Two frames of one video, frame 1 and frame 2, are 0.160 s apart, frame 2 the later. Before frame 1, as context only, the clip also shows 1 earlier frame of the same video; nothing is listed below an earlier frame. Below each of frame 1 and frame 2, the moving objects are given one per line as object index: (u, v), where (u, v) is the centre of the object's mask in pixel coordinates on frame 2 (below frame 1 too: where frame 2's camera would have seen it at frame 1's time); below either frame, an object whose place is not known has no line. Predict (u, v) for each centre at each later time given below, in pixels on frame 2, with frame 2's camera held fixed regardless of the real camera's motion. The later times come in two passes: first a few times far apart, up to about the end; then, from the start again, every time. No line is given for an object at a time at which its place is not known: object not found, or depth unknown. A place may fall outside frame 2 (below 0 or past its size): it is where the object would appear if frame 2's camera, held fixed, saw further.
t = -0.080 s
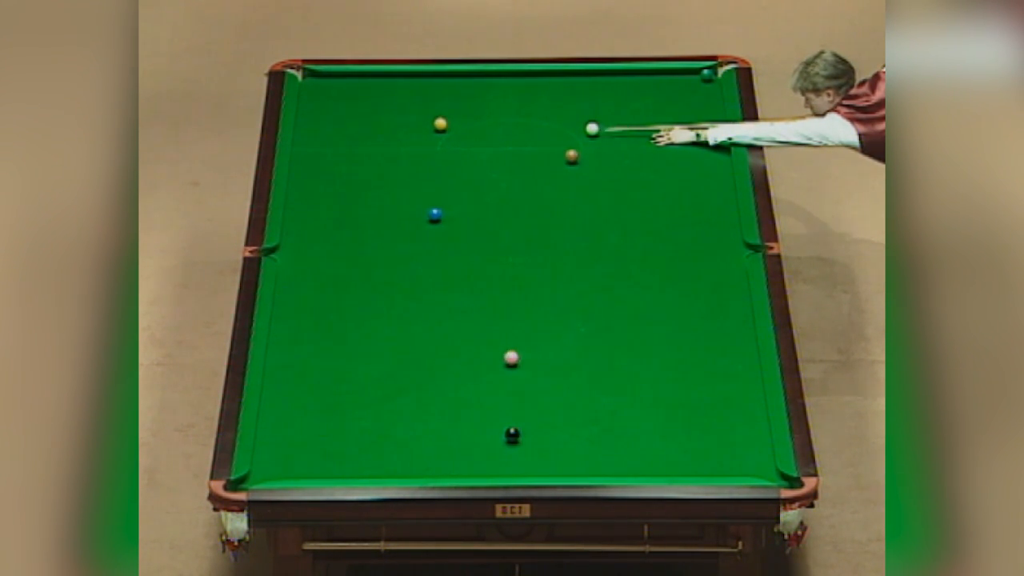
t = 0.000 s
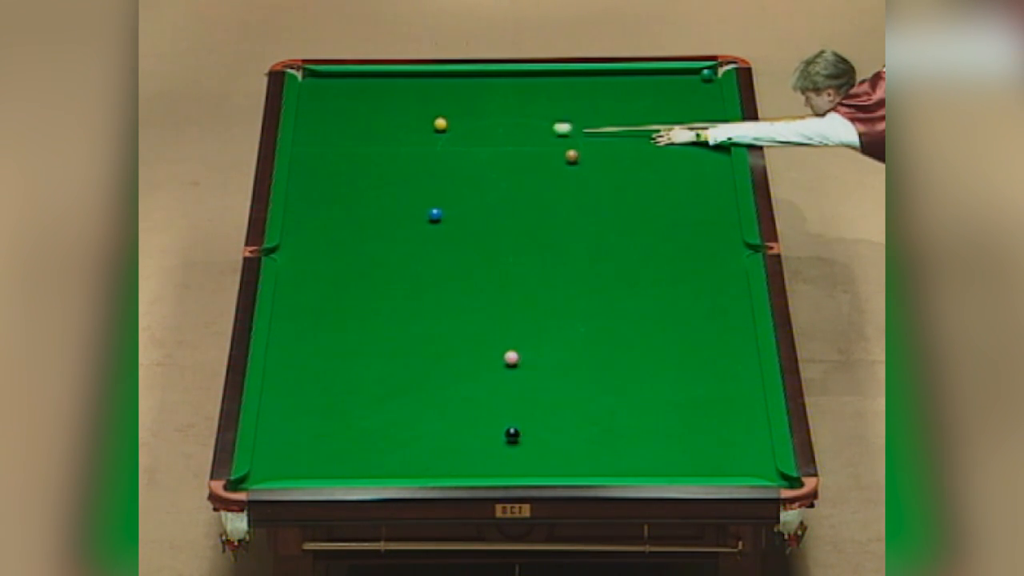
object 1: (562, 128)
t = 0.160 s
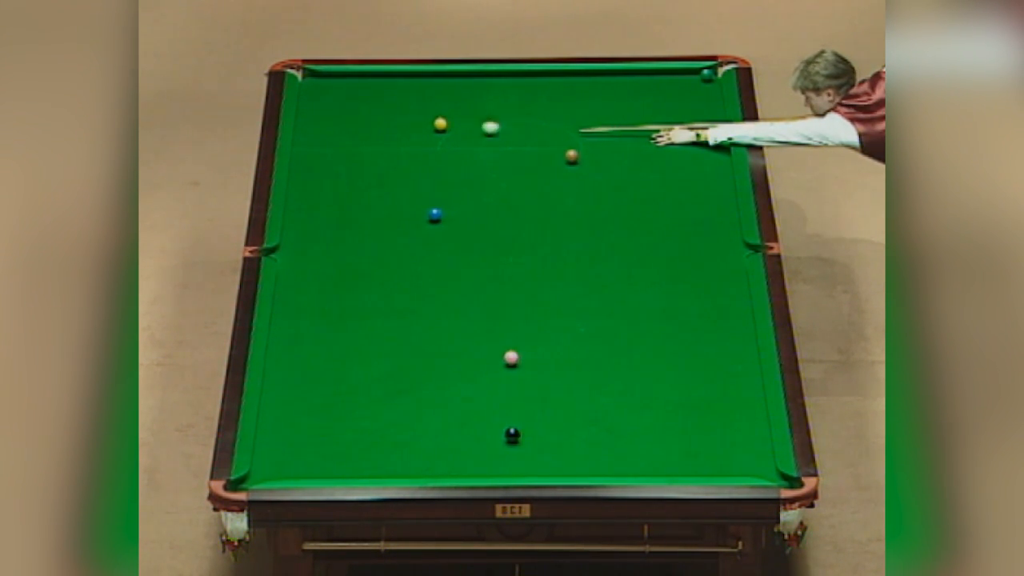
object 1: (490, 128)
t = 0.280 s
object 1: (448, 128)
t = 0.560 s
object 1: (397, 142)
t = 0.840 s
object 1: (345, 155)
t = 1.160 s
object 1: (301, 170)
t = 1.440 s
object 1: (330, 181)
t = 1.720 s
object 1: (357, 193)
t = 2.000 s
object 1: (383, 204)
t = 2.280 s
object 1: (408, 214)
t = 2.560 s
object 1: (432, 225)
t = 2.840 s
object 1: (455, 234)
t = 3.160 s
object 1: (479, 244)
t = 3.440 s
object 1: (499, 252)
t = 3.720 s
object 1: (519, 260)
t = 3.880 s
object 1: (529, 264)
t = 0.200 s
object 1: (474, 127)
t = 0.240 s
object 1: (459, 127)
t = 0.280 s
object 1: (448, 128)
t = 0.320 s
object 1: (441, 131)
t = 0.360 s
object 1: (435, 133)
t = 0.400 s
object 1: (427, 135)
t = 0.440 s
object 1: (420, 137)
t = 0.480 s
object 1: (412, 138)
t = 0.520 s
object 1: (404, 140)
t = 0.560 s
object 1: (397, 142)
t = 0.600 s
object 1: (389, 144)
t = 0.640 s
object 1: (382, 146)
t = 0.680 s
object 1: (374, 148)
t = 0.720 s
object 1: (367, 149)
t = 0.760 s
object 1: (360, 151)
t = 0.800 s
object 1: (352, 153)
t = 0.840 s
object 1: (345, 155)
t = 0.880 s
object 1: (337, 157)
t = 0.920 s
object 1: (330, 159)
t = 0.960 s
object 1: (323, 160)
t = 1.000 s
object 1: (315, 162)
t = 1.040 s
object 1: (308, 164)
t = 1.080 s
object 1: (301, 166)
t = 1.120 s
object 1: (295, 168)
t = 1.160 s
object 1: (301, 170)
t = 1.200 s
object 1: (306, 171)
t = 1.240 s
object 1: (310, 173)
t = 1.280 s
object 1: (315, 175)
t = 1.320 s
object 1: (318, 176)
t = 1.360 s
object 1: (322, 178)
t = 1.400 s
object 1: (326, 180)
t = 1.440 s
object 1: (330, 181)
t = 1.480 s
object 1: (334, 183)
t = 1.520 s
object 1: (338, 185)
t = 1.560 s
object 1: (342, 186)
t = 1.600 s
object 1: (346, 188)
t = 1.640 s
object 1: (350, 190)
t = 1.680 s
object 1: (353, 191)
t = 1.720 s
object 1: (357, 193)
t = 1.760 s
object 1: (361, 194)
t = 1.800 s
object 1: (365, 196)
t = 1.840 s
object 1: (369, 197)
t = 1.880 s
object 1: (372, 199)
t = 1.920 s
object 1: (376, 201)
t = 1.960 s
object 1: (379, 202)
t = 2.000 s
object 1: (383, 204)
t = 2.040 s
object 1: (387, 205)
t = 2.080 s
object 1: (390, 207)
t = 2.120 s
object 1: (394, 208)
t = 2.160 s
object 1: (398, 210)
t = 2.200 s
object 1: (401, 211)
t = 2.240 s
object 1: (404, 213)
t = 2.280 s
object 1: (408, 214)
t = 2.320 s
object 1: (412, 216)
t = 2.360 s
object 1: (415, 217)
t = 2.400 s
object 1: (418, 219)
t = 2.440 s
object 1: (422, 220)
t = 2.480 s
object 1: (425, 221)
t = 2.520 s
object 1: (429, 223)
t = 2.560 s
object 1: (432, 225)
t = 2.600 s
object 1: (435, 226)
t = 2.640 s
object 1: (439, 227)
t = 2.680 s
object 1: (442, 229)
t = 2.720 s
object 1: (445, 230)
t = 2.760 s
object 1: (448, 231)
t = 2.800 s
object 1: (451, 232)
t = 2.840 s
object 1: (455, 234)
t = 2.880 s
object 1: (458, 235)
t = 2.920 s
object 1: (461, 236)
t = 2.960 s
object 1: (464, 238)
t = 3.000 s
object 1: (467, 239)
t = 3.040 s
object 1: (470, 240)
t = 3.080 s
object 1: (473, 241)
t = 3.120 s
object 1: (476, 243)
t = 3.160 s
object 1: (479, 244)
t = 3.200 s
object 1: (482, 245)
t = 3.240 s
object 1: (485, 246)
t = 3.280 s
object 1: (488, 247)
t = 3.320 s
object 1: (491, 249)
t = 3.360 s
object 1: (494, 250)
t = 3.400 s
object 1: (497, 251)
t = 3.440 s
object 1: (499, 252)
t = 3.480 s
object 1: (502, 253)
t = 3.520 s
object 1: (505, 254)
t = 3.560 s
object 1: (508, 255)
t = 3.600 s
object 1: (511, 257)
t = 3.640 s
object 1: (513, 258)
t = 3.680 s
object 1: (516, 259)
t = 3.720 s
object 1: (519, 260)
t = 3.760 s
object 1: (521, 261)
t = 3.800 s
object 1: (524, 262)
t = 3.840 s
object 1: (527, 263)
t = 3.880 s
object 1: (529, 264)
